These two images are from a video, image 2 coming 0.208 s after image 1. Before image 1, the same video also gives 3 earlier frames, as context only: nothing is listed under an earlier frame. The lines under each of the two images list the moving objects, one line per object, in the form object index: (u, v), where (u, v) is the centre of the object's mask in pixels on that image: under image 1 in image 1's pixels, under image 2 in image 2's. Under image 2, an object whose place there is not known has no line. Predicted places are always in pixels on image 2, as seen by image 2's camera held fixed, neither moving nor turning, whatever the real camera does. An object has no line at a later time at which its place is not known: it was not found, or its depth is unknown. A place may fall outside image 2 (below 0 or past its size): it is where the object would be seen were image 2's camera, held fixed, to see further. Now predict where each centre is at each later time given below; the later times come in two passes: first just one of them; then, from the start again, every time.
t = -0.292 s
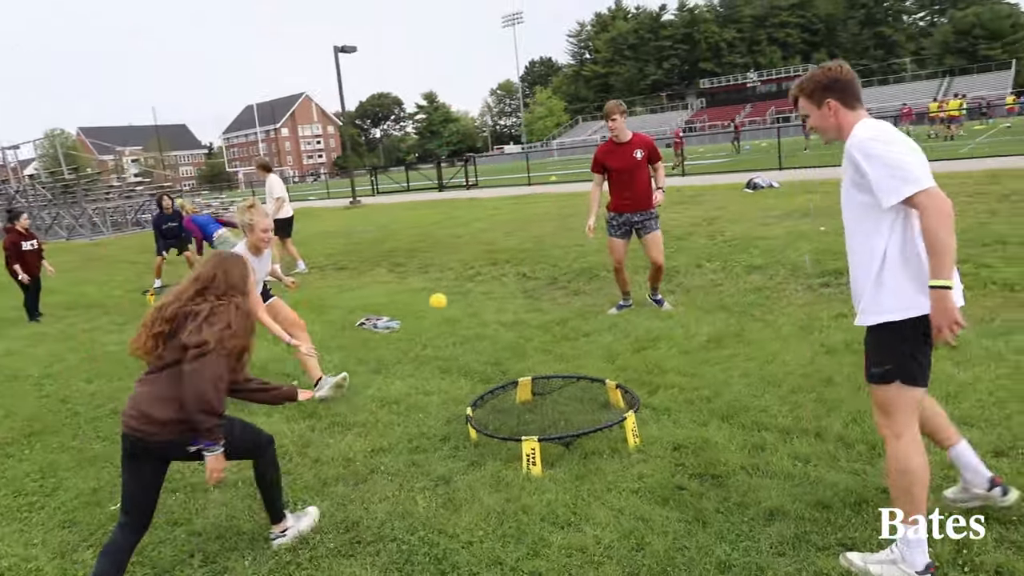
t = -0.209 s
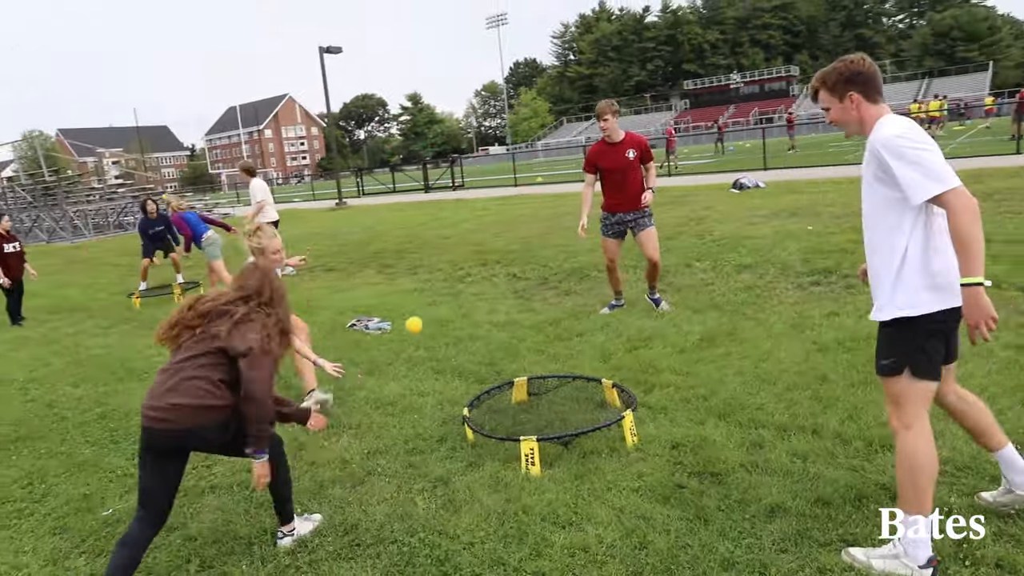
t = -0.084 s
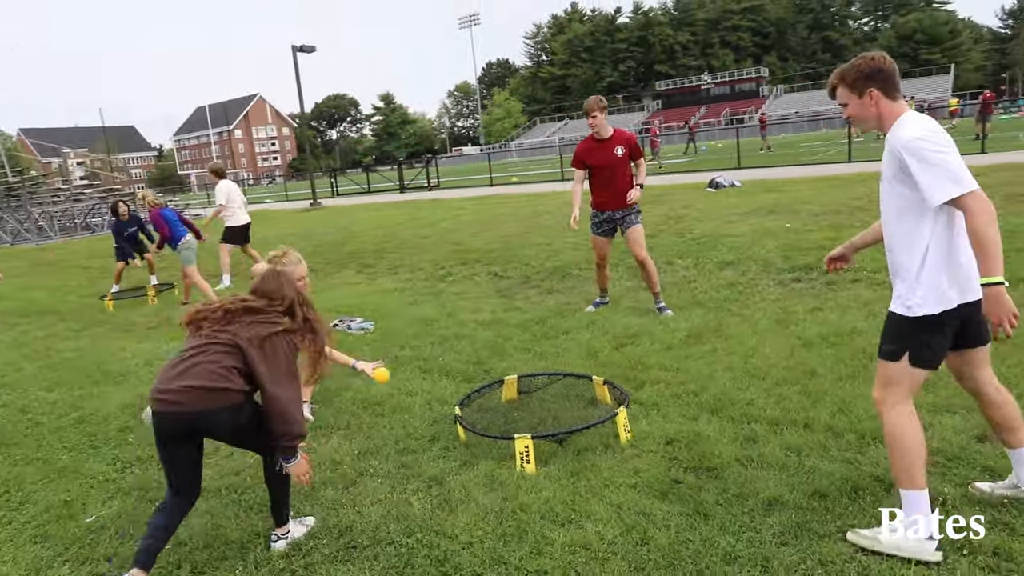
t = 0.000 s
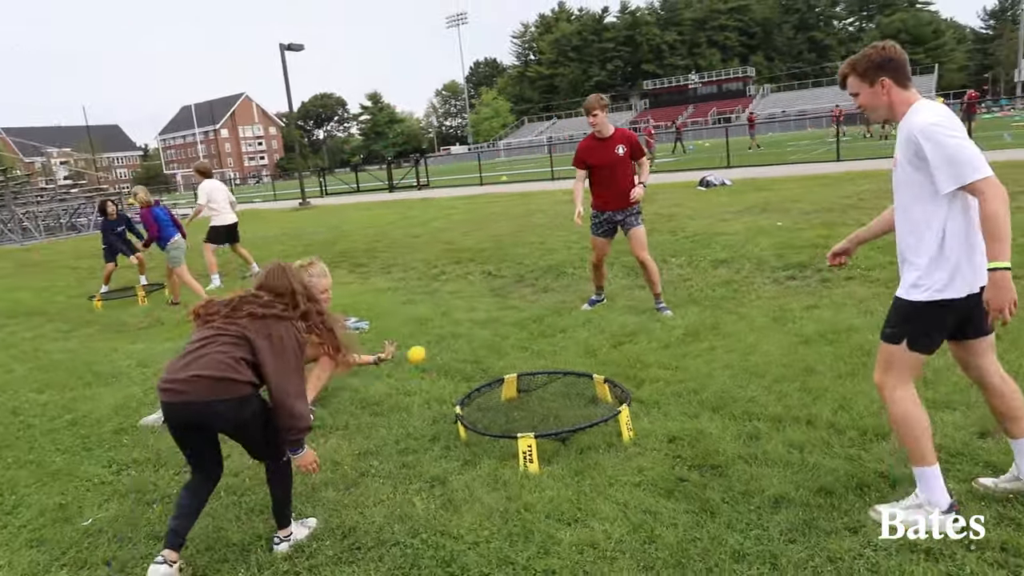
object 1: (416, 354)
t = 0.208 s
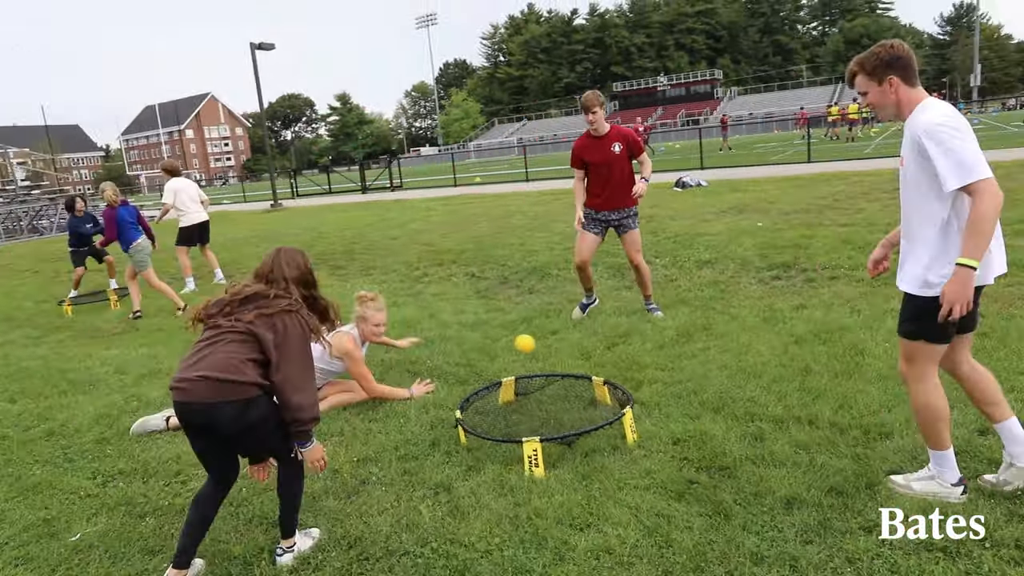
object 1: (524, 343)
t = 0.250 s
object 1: (551, 349)
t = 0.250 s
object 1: (551, 349)
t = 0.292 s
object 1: (577, 359)
